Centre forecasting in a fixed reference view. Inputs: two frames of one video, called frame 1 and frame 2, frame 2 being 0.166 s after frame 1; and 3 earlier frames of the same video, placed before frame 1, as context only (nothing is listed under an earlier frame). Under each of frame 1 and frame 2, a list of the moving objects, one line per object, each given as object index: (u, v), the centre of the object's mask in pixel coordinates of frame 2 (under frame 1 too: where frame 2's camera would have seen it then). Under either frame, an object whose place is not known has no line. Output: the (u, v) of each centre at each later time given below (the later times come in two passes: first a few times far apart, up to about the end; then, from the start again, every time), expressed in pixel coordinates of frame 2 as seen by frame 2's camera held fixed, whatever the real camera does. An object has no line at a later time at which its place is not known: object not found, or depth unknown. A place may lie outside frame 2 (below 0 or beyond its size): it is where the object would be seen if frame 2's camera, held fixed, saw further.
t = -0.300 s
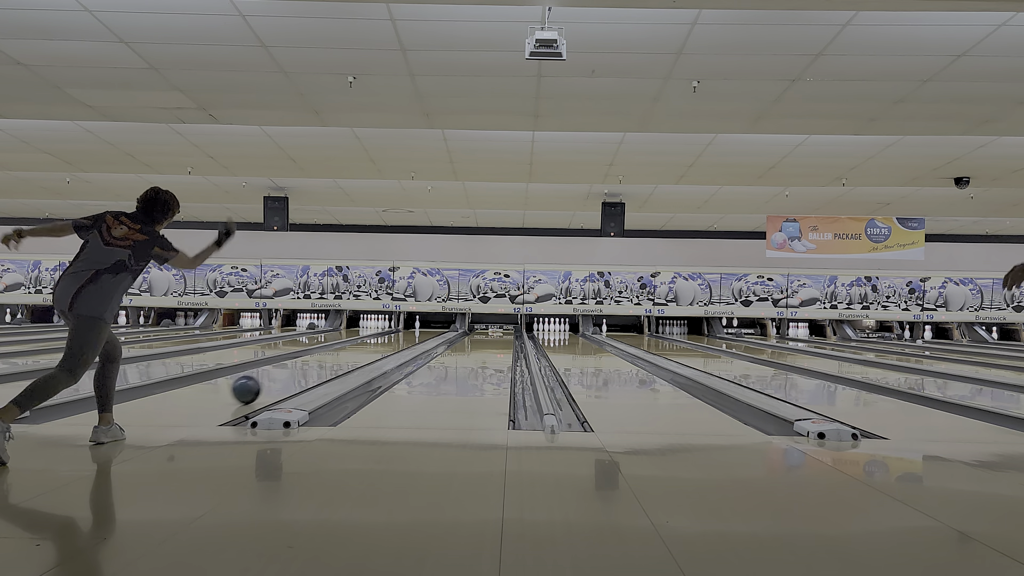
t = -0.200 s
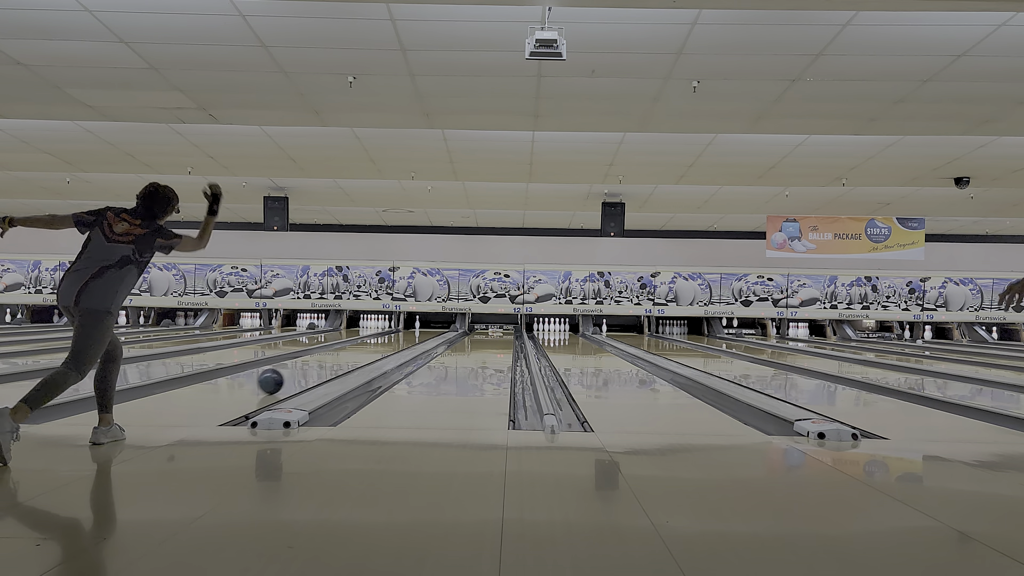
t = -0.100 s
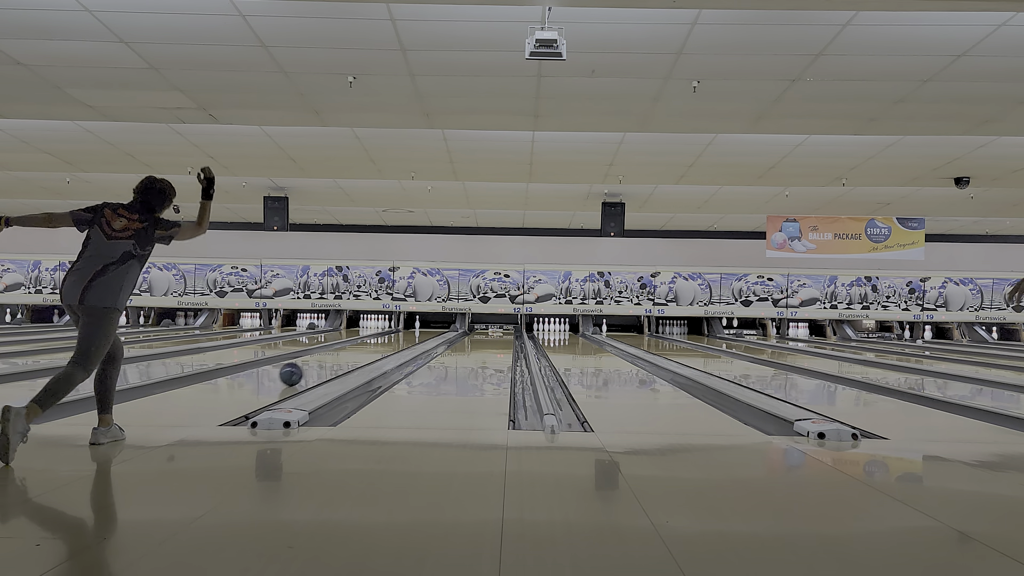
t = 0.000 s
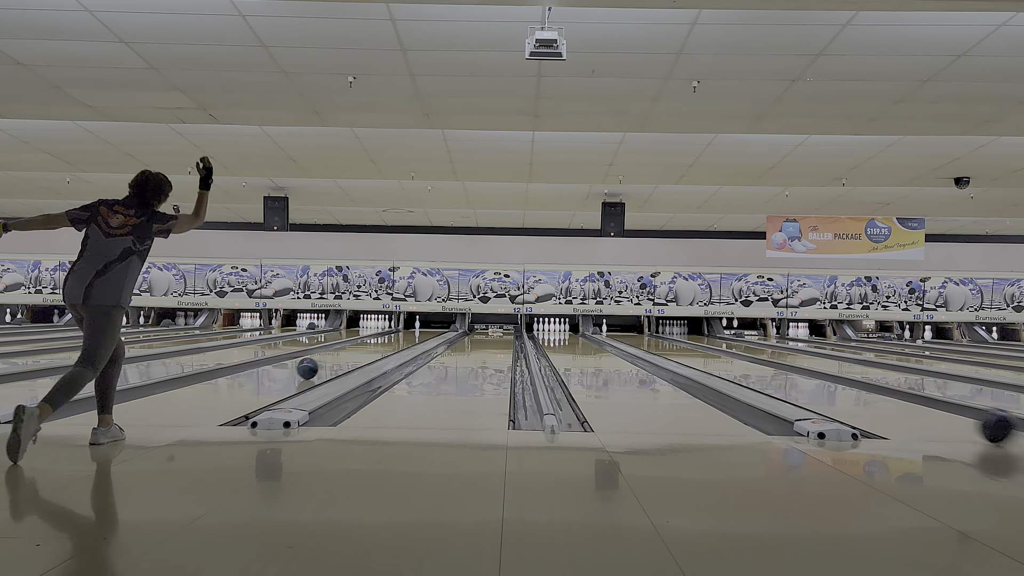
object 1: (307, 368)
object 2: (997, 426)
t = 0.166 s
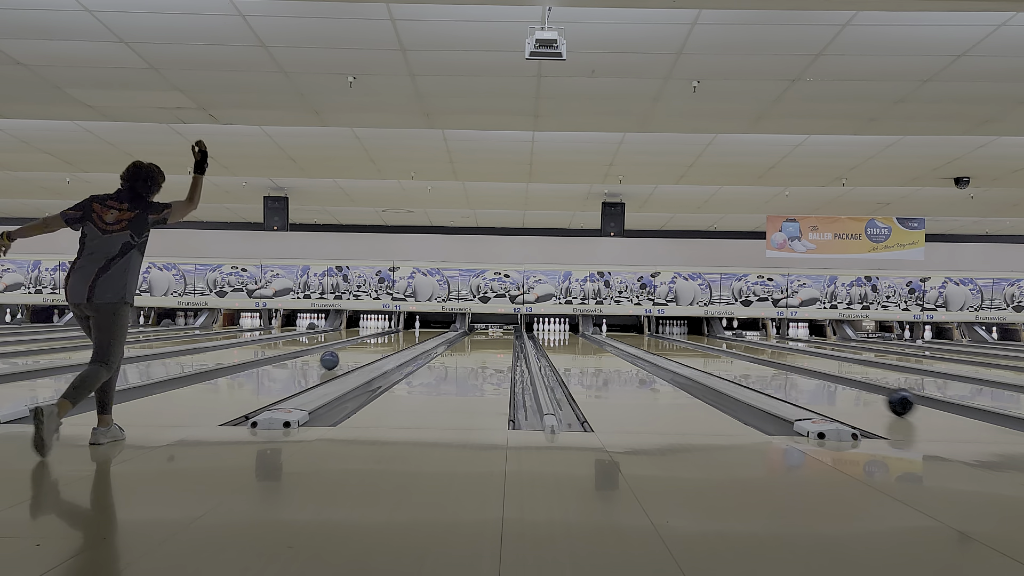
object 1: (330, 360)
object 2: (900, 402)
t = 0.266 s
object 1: (340, 357)
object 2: (860, 392)
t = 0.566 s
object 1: (364, 348)
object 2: (776, 370)
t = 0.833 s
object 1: (380, 342)
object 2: (729, 359)
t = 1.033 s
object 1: (389, 339)
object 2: (704, 352)
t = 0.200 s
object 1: (333, 359)
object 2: (886, 398)
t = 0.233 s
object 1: (336, 358)
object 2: (872, 395)
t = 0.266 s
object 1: (340, 357)
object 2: (860, 392)
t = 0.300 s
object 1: (343, 356)
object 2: (848, 388)
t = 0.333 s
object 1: (346, 354)
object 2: (836, 386)
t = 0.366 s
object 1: (349, 353)
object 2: (826, 383)
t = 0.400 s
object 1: (352, 353)
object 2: (817, 380)
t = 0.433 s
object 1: (355, 351)
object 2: (807, 378)
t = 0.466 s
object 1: (357, 351)
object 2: (799, 376)
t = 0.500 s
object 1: (360, 350)
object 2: (791, 374)
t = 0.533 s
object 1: (362, 349)
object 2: (783, 372)
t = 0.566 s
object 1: (364, 348)
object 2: (776, 370)
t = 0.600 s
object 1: (367, 347)
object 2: (769, 368)
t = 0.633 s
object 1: (369, 347)
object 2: (762, 366)
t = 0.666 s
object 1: (371, 346)
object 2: (756, 365)
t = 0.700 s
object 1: (373, 345)
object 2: (750, 364)
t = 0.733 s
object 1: (375, 344)
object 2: (744, 362)
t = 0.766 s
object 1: (376, 344)
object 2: (739, 361)
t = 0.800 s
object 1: (378, 343)
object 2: (734, 360)
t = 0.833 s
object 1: (380, 342)
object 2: (729, 359)
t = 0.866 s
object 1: (382, 342)
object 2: (724, 357)
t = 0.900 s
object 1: (383, 341)
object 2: (720, 356)
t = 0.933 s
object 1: (385, 340)
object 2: (715, 355)
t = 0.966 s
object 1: (386, 340)
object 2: (711, 354)
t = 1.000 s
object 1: (388, 339)
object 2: (707, 353)
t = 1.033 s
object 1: (389, 339)
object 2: (704, 352)
